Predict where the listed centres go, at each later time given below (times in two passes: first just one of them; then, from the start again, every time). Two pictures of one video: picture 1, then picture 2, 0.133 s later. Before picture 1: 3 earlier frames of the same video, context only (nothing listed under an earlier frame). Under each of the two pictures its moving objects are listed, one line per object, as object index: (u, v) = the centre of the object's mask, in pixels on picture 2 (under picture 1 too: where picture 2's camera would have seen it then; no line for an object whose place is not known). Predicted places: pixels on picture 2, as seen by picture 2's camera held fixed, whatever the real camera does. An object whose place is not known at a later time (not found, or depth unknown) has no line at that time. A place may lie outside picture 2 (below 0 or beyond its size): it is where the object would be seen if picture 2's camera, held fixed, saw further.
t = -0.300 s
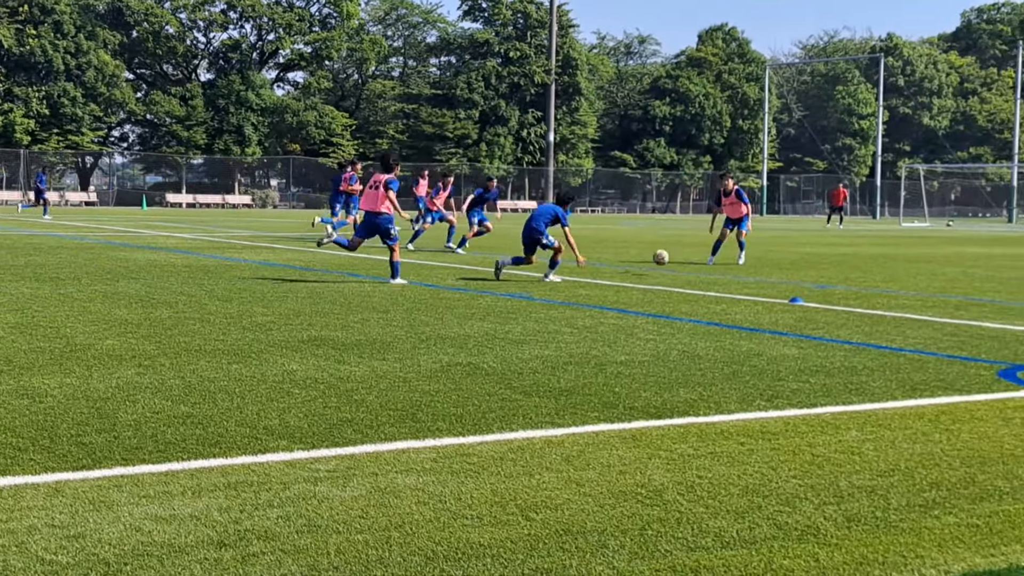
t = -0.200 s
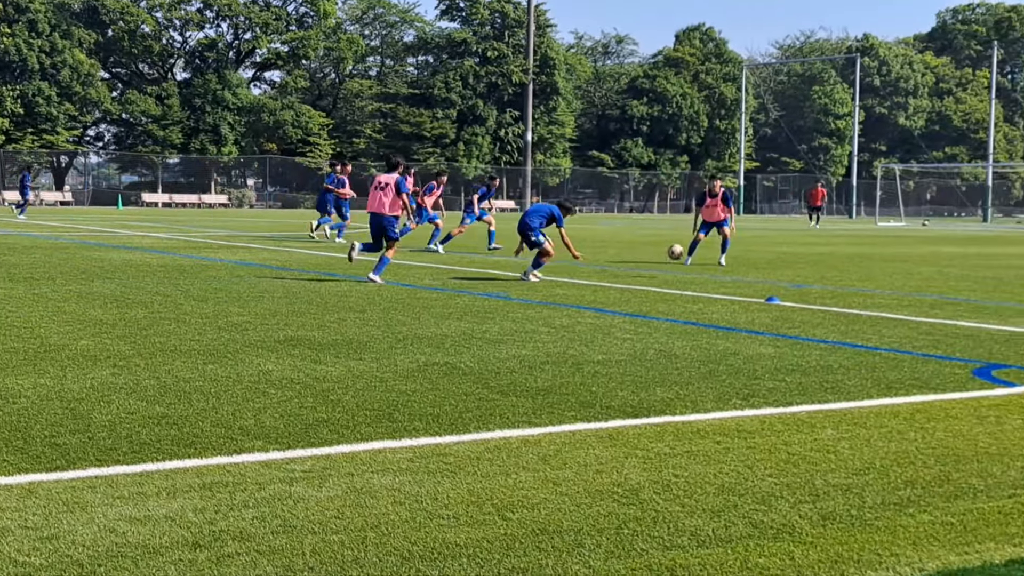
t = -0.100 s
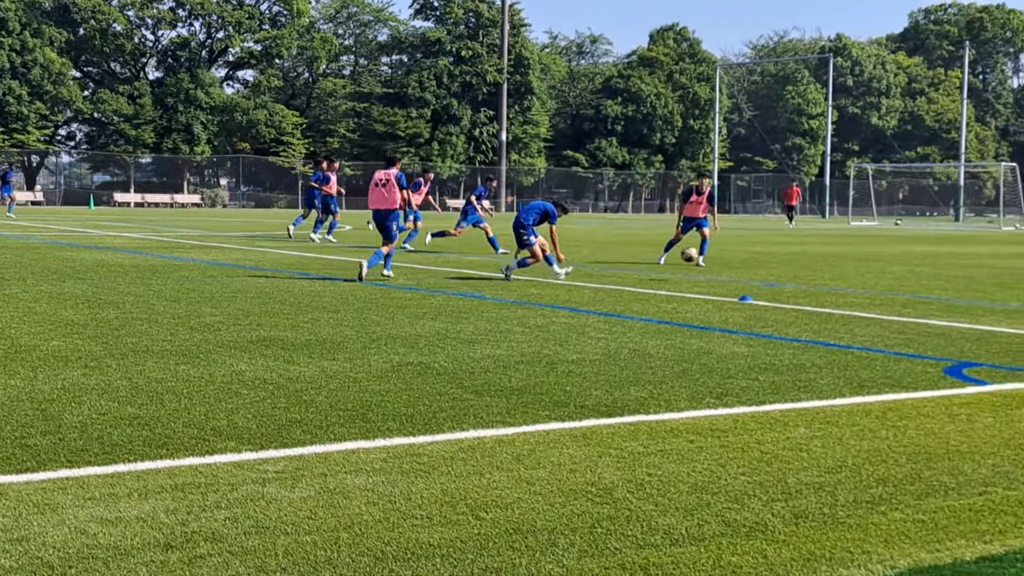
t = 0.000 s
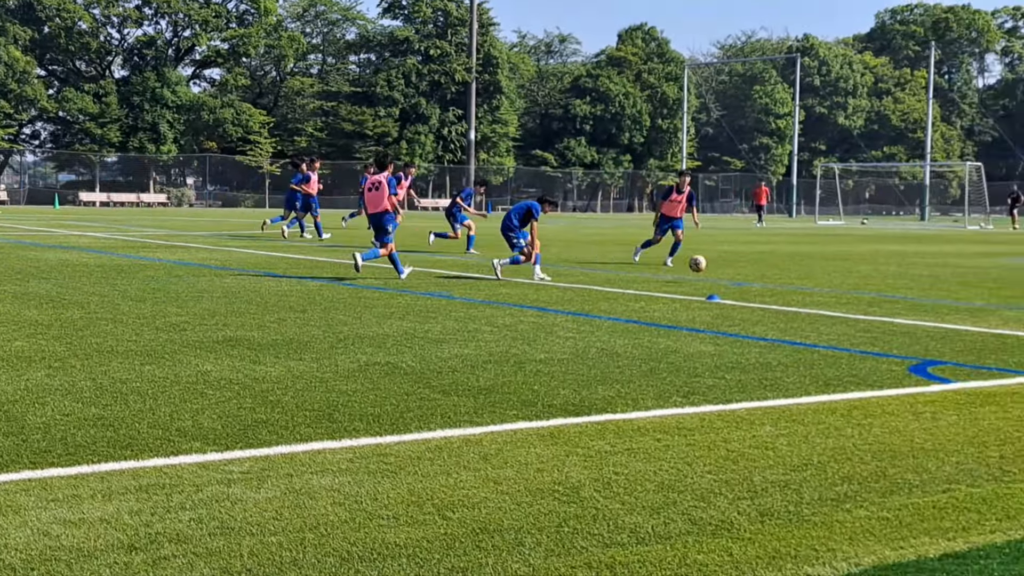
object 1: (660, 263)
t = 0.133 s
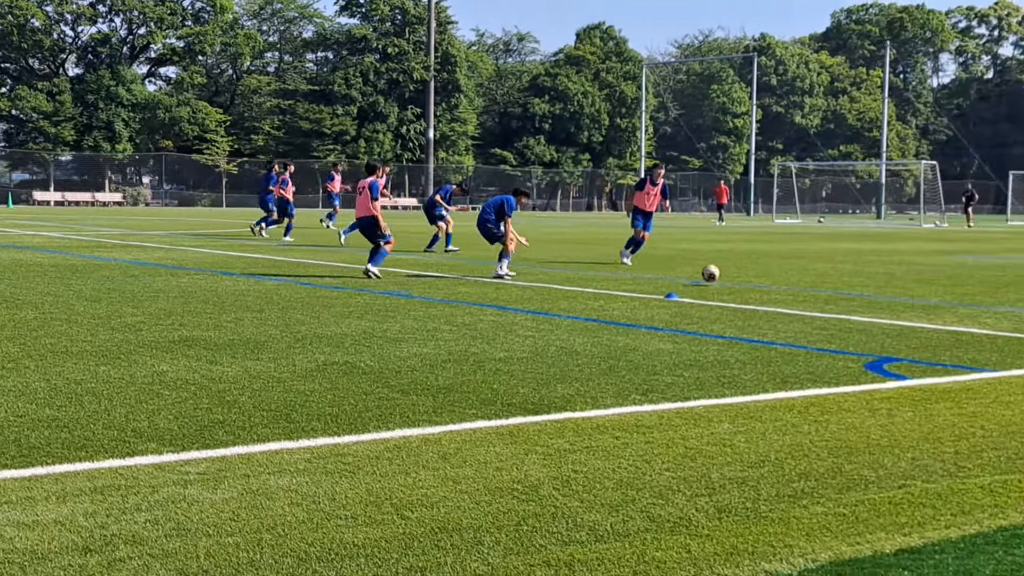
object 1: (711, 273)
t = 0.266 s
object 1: (761, 270)
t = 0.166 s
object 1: (723, 271)
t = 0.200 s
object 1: (736, 270)
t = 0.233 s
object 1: (748, 270)
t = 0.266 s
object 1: (761, 270)
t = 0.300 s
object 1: (774, 272)
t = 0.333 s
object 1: (788, 274)
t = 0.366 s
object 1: (802, 278)
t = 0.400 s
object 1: (816, 283)
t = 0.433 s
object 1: (830, 283)
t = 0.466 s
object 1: (845, 282)
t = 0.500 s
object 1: (860, 281)
